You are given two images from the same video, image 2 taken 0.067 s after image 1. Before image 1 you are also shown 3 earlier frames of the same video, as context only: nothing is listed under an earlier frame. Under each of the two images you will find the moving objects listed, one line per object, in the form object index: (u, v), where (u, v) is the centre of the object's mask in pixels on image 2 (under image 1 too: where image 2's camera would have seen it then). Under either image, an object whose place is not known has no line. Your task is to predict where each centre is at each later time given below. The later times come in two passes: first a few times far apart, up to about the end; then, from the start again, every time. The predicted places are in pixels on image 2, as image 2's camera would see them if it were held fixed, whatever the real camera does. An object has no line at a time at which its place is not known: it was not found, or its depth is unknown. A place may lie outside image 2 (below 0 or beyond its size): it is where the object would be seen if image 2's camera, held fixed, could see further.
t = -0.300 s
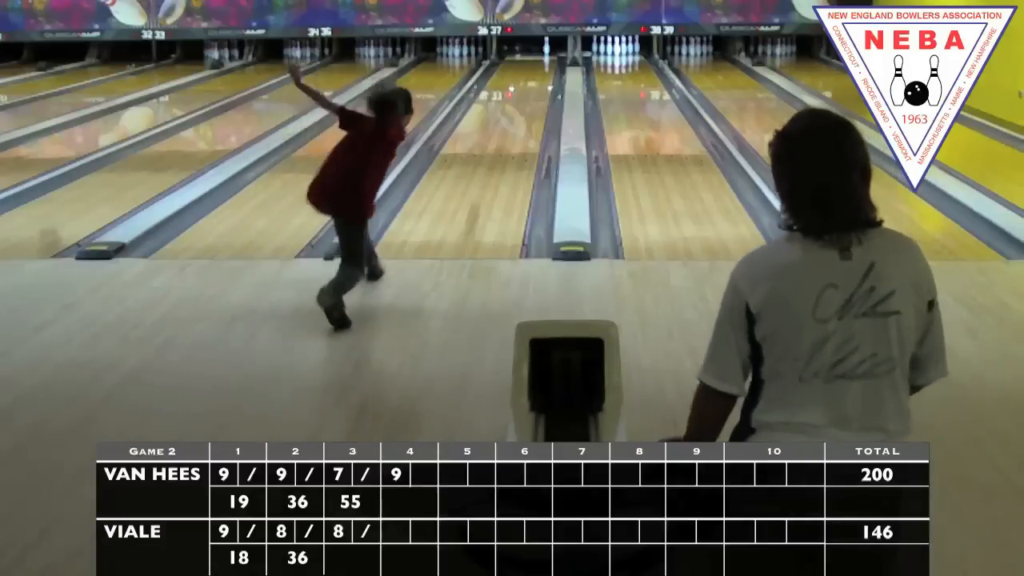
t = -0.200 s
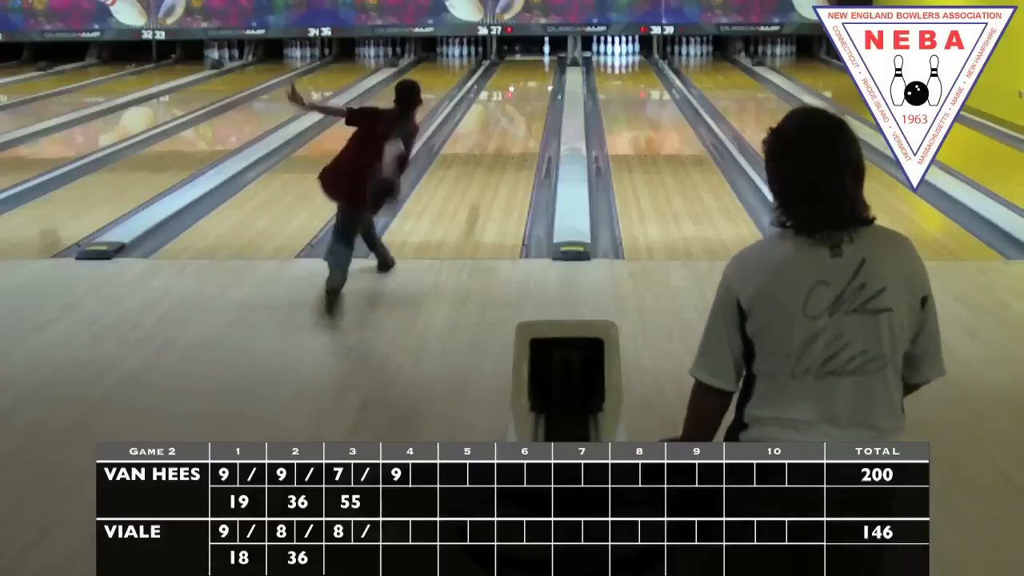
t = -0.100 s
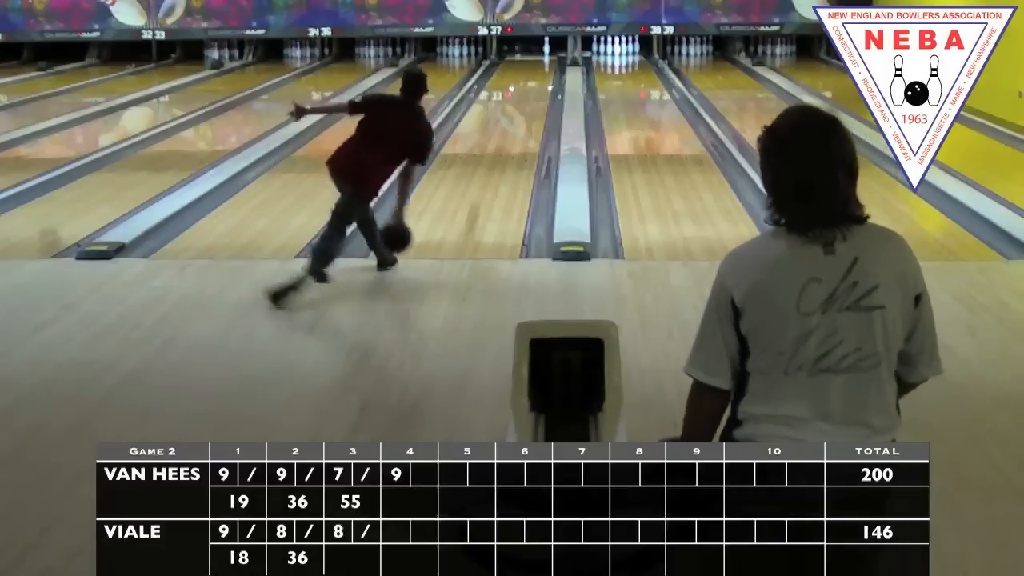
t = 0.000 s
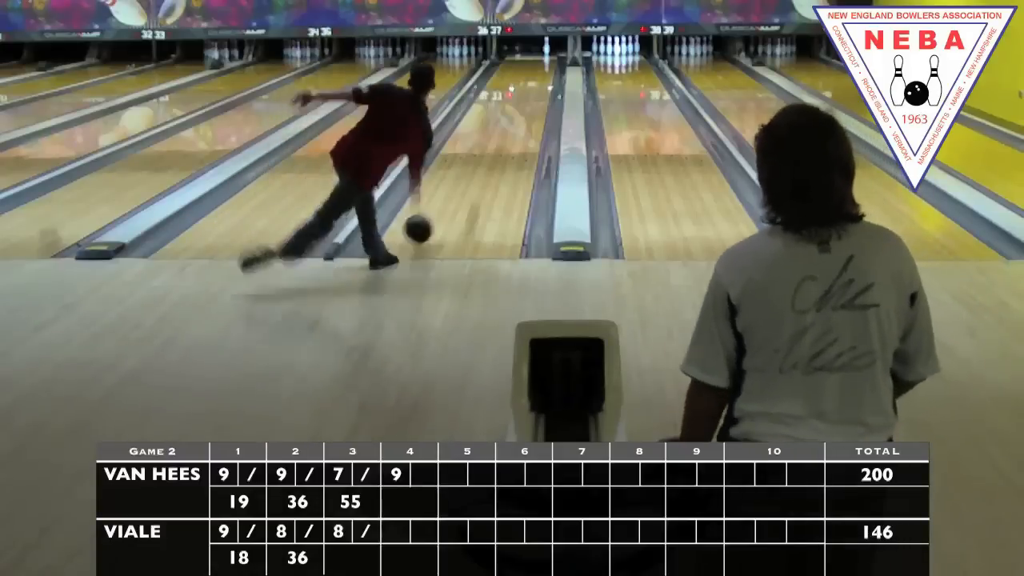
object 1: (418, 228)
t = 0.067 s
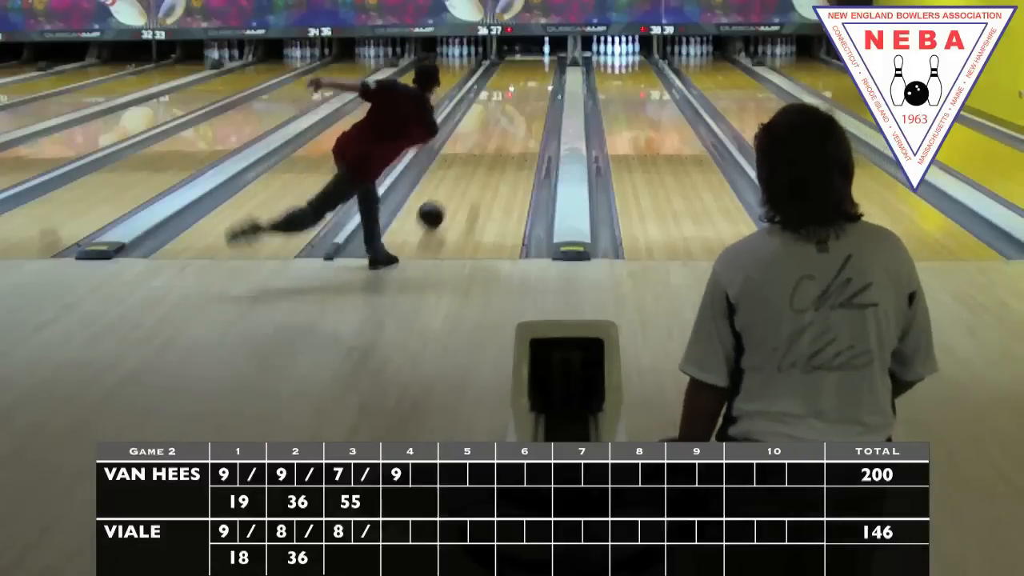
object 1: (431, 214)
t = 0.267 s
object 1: (461, 174)
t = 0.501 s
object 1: (485, 140)
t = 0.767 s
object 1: (505, 113)
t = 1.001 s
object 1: (518, 95)
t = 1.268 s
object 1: (529, 79)
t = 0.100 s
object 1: (436, 207)
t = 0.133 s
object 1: (442, 200)
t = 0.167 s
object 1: (447, 193)
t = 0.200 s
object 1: (452, 186)
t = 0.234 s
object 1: (456, 180)
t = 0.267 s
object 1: (461, 174)
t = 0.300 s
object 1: (465, 168)
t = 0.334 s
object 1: (469, 163)
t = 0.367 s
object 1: (472, 158)
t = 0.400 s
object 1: (476, 154)
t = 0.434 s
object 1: (479, 149)
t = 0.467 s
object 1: (482, 144)
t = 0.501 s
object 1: (485, 140)
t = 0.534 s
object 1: (488, 136)
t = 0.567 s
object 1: (491, 132)
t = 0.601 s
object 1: (493, 129)
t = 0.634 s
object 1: (496, 125)
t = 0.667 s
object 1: (498, 122)
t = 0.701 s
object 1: (501, 118)
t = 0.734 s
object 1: (503, 116)
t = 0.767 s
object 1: (505, 113)
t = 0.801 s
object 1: (507, 110)
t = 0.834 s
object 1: (509, 107)
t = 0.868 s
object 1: (511, 104)
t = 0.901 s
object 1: (513, 101)
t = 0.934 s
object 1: (515, 99)
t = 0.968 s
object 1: (516, 97)
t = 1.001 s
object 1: (518, 95)
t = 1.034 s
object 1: (519, 93)
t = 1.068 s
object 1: (520, 91)
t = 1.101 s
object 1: (522, 89)
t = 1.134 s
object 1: (524, 87)
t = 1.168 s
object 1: (525, 84)
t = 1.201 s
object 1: (526, 83)
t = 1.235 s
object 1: (528, 81)
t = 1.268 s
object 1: (529, 79)
